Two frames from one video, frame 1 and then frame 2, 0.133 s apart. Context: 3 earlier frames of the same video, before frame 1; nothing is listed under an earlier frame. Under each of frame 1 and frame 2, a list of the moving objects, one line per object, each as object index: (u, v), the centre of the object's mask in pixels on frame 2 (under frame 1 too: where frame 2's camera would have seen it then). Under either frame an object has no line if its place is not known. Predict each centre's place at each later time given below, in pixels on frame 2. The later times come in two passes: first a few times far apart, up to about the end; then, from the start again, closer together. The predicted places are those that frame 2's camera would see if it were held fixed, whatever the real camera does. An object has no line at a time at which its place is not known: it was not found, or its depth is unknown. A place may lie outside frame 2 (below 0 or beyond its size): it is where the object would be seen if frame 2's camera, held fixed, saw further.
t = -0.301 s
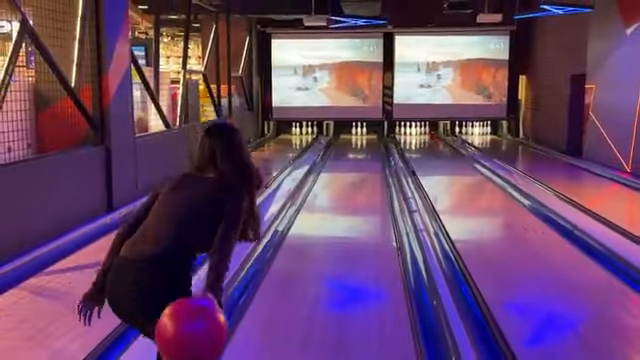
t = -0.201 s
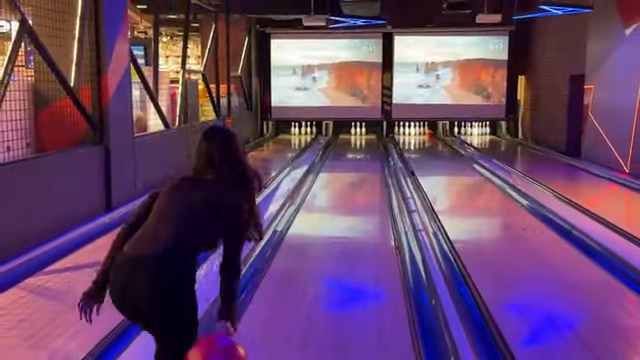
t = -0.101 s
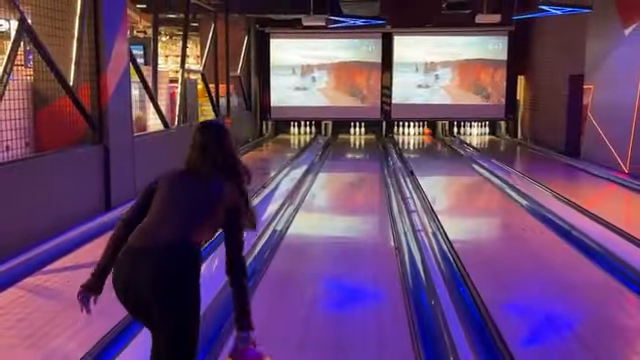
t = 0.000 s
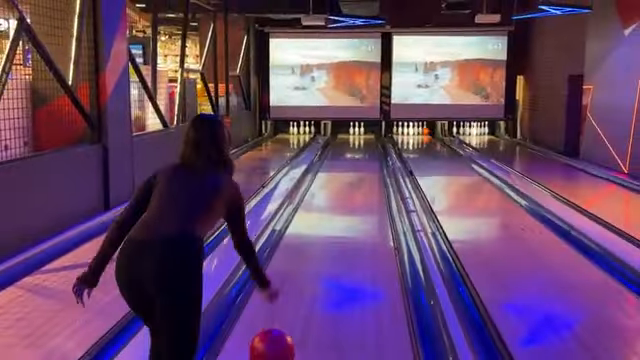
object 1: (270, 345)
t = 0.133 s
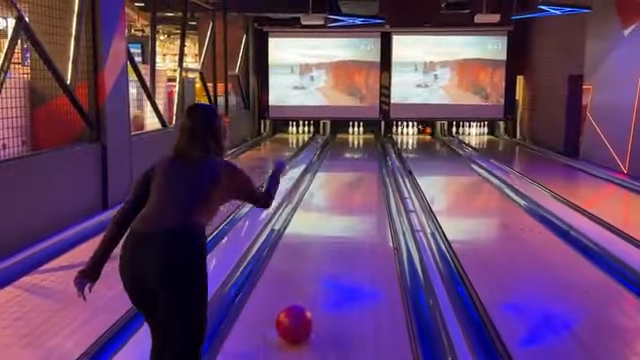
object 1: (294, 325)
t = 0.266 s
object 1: (311, 291)
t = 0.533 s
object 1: (331, 244)
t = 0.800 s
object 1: (344, 217)
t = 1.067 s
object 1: (353, 198)
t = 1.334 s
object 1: (359, 185)
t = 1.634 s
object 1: (365, 173)
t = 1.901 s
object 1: (370, 165)
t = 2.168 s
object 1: (374, 157)
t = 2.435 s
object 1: (368, 158)
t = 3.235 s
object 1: (371, 153)
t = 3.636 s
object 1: (374, 140)
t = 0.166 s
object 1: (299, 315)
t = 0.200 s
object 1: (303, 306)
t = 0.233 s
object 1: (307, 298)
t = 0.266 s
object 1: (311, 291)
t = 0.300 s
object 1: (314, 283)
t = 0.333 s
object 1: (317, 276)
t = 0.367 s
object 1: (321, 270)
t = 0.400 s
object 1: (323, 264)
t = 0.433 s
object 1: (325, 259)
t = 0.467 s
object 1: (328, 254)
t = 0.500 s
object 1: (330, 249)
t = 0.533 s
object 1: (331, 244)
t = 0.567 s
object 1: (334, 240)
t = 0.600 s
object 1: (336, 236)
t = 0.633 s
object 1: (337, 233)
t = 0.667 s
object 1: (339, 229)
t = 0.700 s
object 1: (341, 227)
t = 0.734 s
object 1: (343, 222)
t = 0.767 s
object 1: (344, 220)
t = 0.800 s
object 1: (344, 217)
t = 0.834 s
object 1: (345, 214)
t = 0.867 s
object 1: (347, 211)
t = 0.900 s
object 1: (348, 209)
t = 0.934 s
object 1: (349, 206)
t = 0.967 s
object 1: (350, 204)
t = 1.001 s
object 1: (351, 203)
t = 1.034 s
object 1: (352, 200)
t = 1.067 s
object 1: (353, 198)
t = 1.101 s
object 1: (354, 196)
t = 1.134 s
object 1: (355, 194)
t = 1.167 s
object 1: (356, 192)
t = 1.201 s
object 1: (356, 191)
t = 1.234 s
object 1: (357, 189)
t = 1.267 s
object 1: (358, 187)
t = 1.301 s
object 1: (359, 186)
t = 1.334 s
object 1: (359, 185)
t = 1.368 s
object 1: (360, 183)
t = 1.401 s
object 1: (361, 182)
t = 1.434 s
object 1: (362, 181)
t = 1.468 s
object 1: (362, 179)
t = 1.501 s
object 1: (363, 178)
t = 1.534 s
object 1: (363, 177)
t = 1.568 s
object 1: (364, 176)
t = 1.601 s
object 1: (364, 175)
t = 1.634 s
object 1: (365, 173)
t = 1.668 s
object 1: (365, 171)
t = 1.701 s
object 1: (366, 171)
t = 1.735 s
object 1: (367, 169)
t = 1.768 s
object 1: (367, 168)
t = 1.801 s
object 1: (368, 168)
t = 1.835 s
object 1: (368, 167)
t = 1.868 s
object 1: (369, 166)
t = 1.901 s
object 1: (370, 165)
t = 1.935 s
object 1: (370, 165)
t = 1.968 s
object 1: (372, 163)
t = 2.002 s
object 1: (372, 163)
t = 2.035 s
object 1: (373, 160)
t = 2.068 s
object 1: (374, 160)
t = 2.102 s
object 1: (374, 160)
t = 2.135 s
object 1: (374, 160)
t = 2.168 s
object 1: (374, 157)
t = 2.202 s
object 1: (374, 156)
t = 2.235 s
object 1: (373, 156)
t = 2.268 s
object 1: (373, 156)
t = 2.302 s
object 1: (373, 157)
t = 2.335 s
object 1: (372, 157)
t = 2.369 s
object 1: (371, 157)
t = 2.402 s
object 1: (370, 159)
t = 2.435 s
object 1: (368, 158)
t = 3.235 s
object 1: (371, 153)
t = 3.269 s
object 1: (374, 151)
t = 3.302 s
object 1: (377, 144)
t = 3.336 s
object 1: (383, 143)
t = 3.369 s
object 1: (387, 140)
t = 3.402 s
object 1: (391, 138)
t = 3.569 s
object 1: (391, 137)
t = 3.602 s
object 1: (383, 138)
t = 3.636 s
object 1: (374, 140)
